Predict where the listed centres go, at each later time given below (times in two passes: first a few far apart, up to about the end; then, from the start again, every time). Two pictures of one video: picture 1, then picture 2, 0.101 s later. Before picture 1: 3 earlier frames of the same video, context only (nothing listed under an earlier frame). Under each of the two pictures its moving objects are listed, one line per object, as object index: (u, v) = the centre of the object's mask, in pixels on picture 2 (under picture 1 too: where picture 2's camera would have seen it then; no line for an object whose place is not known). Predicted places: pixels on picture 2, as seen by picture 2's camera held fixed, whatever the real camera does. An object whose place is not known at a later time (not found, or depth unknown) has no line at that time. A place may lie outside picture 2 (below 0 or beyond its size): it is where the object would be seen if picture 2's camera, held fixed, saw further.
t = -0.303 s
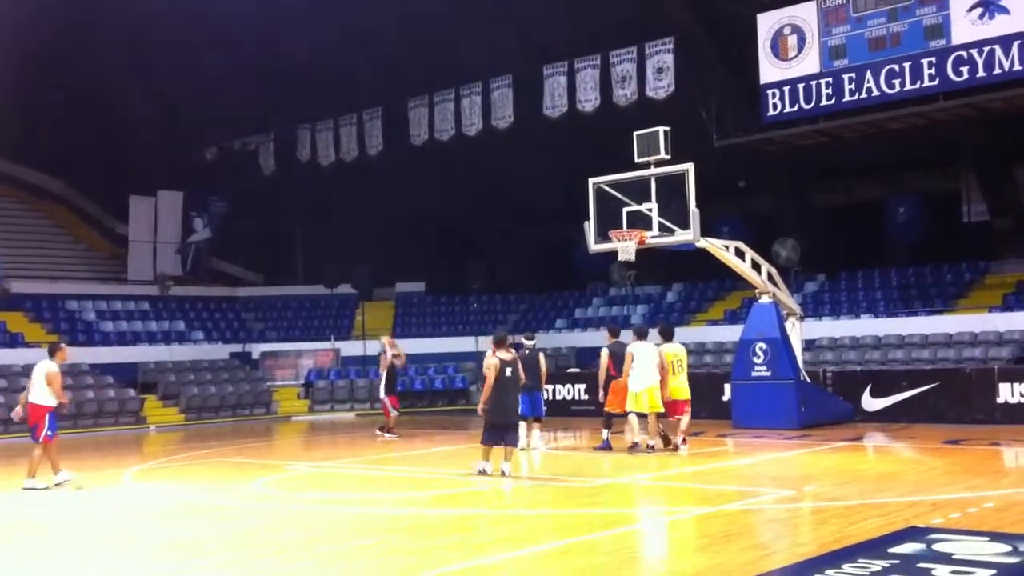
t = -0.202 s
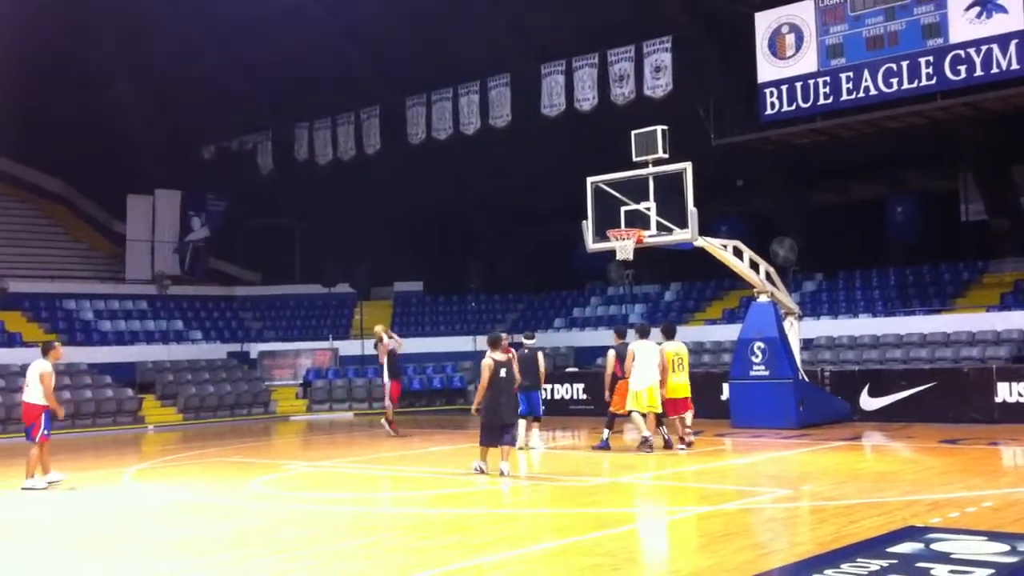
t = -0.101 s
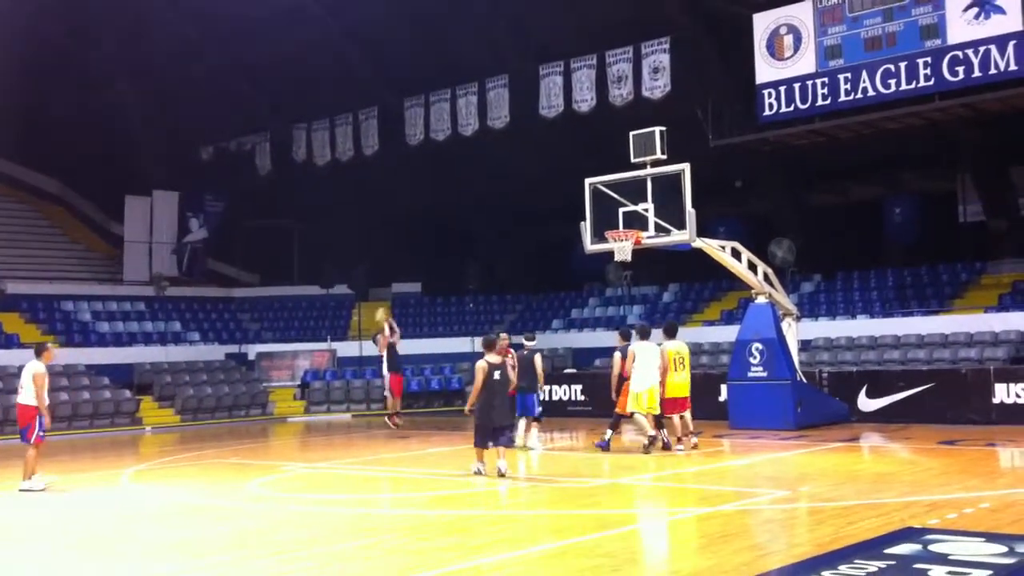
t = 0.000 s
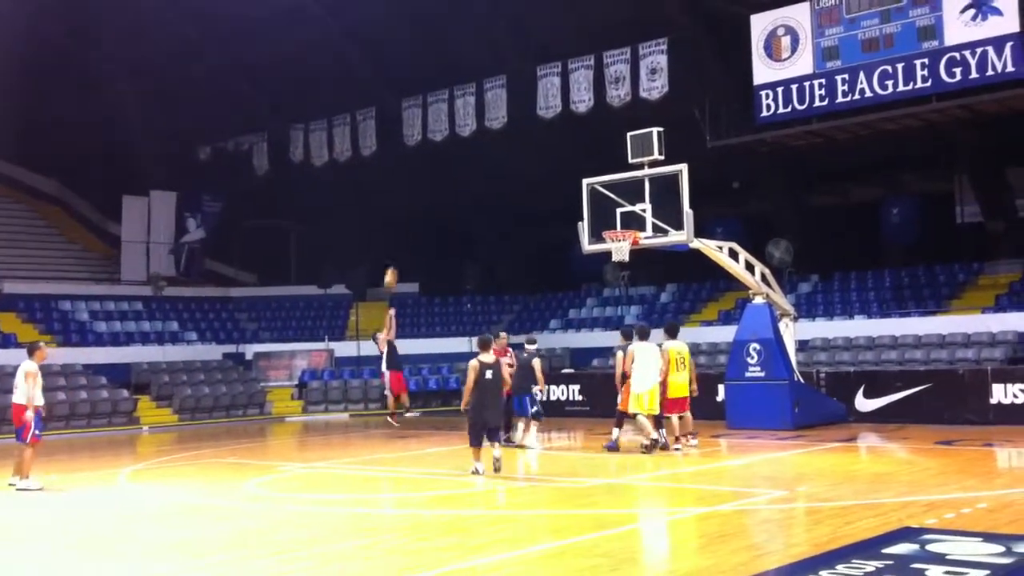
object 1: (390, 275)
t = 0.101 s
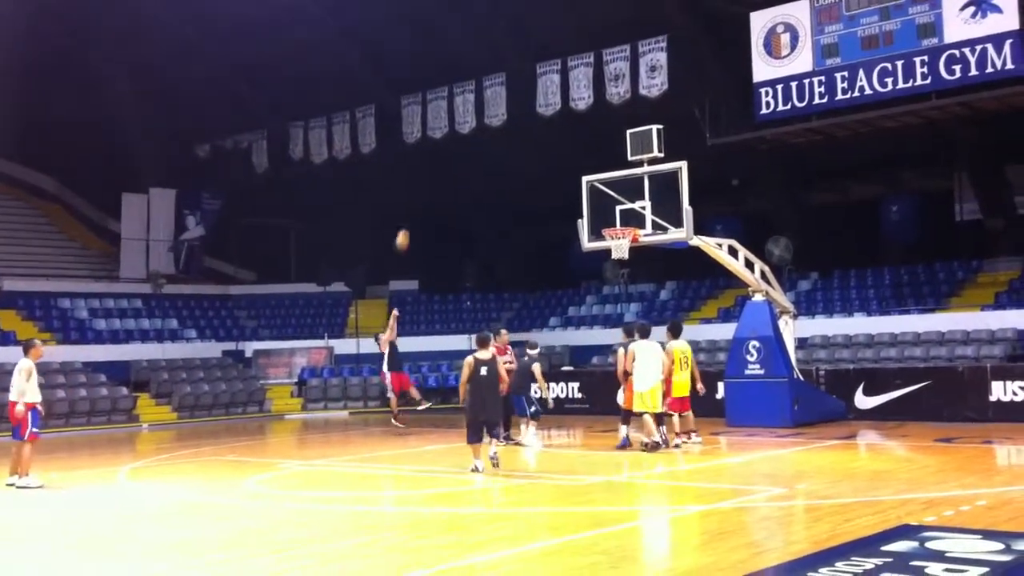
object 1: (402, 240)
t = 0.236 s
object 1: (420, 201)
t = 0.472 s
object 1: (453, 154)
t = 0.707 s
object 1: (487, 139)
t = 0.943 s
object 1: (524, 156)
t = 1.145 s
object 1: (560, 199)
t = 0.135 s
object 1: (407, 230)
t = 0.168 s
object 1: (411, 219)
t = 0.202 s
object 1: (416, 210)
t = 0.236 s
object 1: (420, 201)
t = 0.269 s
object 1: (424, 193)
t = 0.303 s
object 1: (429, 184)
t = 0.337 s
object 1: (434, 178)
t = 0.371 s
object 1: (439, 171)
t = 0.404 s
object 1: (443, 165)
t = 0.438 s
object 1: (448, 159)
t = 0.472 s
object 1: (453, 154)
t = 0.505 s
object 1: (457, 150)
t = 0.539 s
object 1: (462, 147)
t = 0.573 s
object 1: (467, 144)
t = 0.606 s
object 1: (472, 142)
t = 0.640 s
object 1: (477, 140)
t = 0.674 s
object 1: (482, 139)
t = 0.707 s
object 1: (487, 139)
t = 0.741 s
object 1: (491, 139)
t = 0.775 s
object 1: (497, 140)
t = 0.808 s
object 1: (502, 142)
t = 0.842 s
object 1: (508, 144)
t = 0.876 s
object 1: (513, 147)
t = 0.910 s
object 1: (519, 151)
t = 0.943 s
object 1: (524, 156)
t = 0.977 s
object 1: (530, 161)
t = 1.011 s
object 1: (536, 167)
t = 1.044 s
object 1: (542, 174)
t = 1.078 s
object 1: (548, 182)
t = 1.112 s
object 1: (554, 190)
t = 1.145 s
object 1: (560, 199)
